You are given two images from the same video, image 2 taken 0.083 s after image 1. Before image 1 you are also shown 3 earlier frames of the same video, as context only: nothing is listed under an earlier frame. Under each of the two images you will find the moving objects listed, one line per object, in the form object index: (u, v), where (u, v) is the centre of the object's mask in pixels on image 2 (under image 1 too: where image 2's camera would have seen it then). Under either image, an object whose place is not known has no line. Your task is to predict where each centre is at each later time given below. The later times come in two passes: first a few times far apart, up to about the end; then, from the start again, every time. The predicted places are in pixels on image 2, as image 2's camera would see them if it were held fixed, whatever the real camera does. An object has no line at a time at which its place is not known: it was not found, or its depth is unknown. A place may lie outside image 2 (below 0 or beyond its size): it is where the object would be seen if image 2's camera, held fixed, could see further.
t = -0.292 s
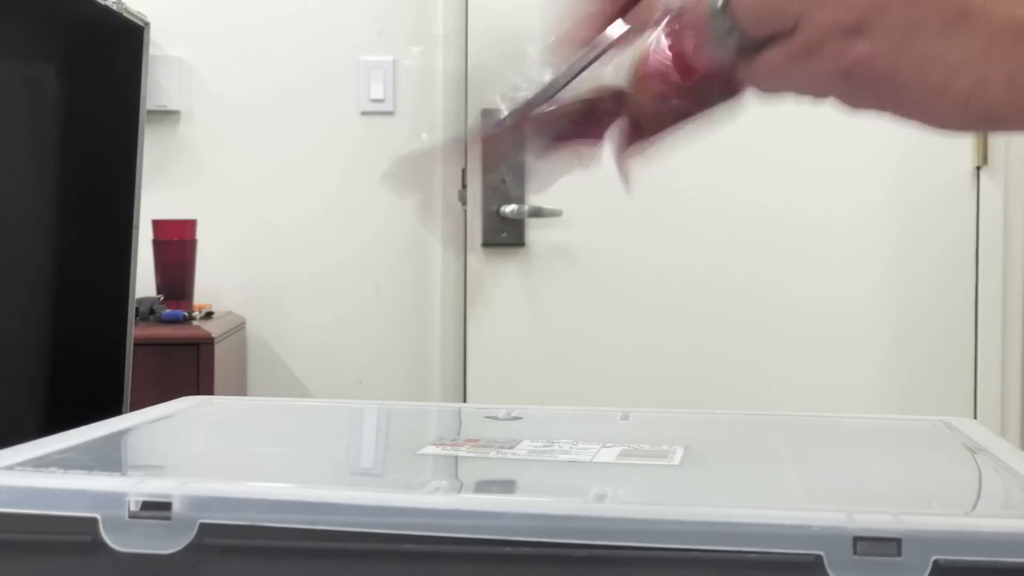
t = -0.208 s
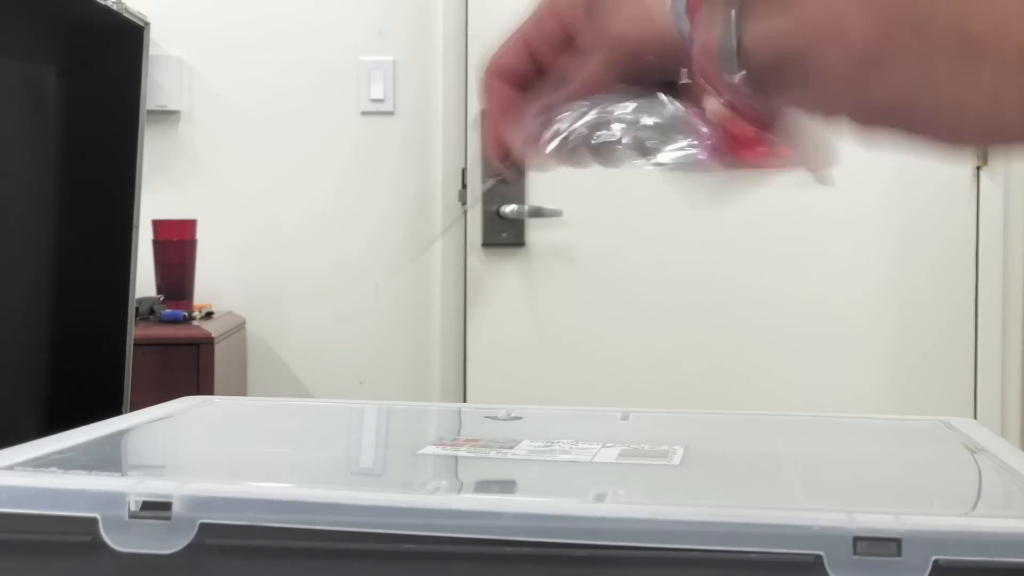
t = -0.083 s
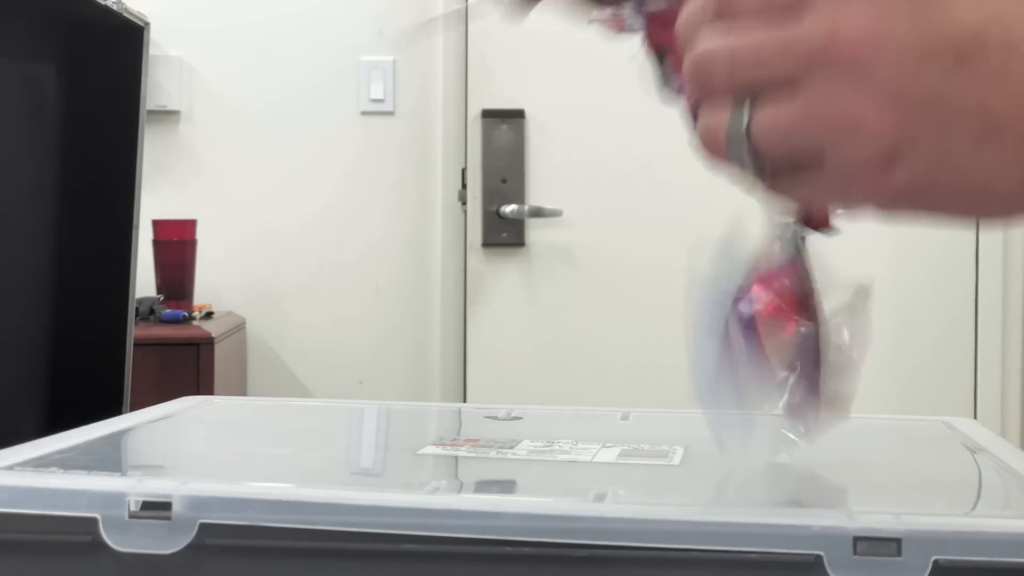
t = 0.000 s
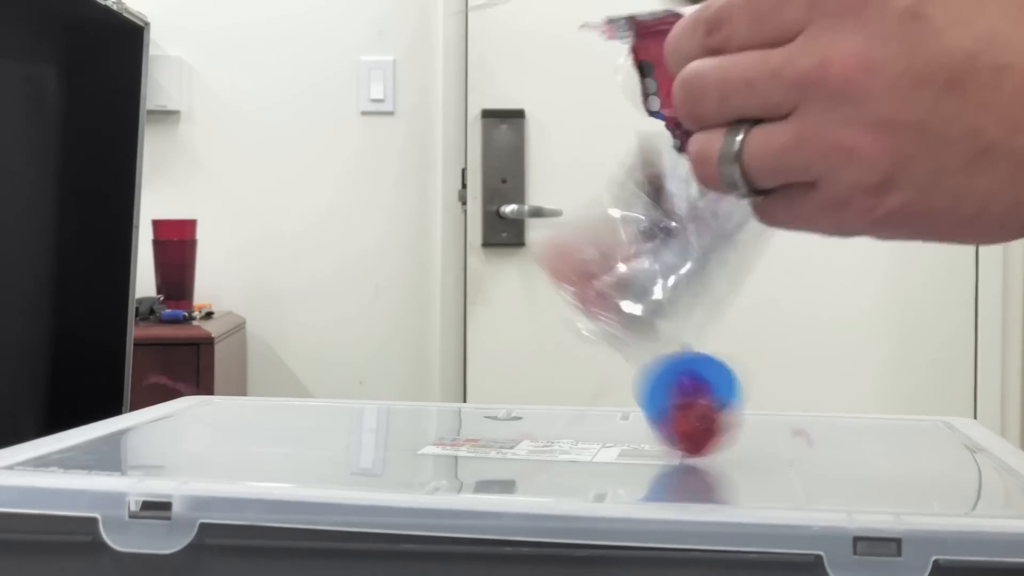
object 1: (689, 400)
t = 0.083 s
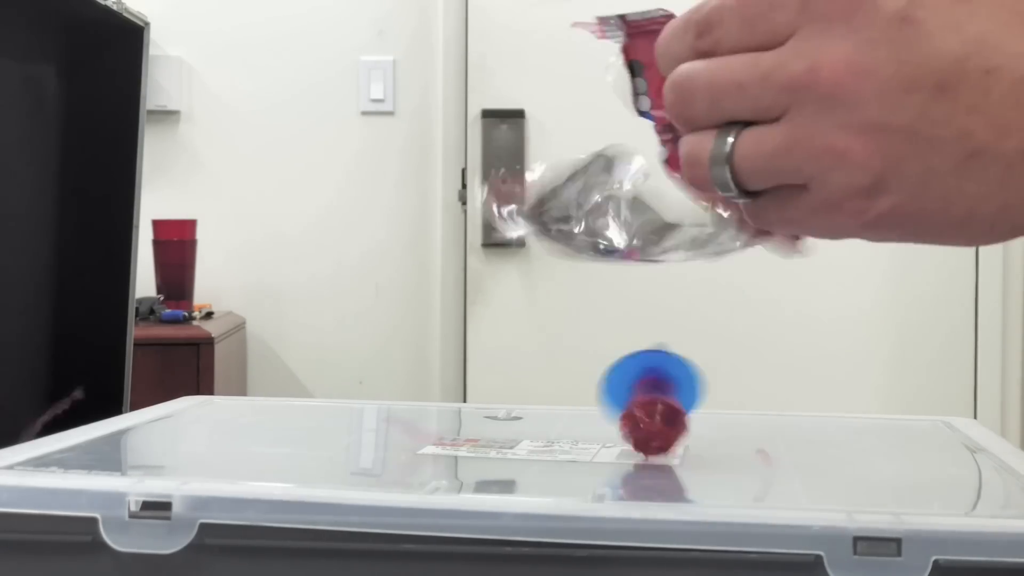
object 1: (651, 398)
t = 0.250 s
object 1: (617, 405)
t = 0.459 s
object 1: (624, 404)
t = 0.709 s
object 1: (655, 403)
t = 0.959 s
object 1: (658, 404)
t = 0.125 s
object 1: (638, 403)
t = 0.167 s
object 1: (630, 403)
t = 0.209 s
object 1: (623, 404)
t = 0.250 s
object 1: (617, 405)
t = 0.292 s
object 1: (611, 405)
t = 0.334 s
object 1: (610, 405)
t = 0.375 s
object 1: (613, 405)
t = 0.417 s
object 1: (618, 404)
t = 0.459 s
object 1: (624, 404)
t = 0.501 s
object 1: (629, 404)
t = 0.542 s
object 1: (634, 403)
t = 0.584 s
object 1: (637, 403)
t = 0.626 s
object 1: (640, 403)
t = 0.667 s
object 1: (645, 403)
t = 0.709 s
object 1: (655, 403)
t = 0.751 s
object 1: (659, 403)
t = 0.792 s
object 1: (654, 403)
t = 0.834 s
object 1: (652, 403)
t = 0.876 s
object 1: (656, 403)
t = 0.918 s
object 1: (658, 404)
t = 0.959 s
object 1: (658, 404)
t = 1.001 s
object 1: (658, 404)
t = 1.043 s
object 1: (658, 404)
